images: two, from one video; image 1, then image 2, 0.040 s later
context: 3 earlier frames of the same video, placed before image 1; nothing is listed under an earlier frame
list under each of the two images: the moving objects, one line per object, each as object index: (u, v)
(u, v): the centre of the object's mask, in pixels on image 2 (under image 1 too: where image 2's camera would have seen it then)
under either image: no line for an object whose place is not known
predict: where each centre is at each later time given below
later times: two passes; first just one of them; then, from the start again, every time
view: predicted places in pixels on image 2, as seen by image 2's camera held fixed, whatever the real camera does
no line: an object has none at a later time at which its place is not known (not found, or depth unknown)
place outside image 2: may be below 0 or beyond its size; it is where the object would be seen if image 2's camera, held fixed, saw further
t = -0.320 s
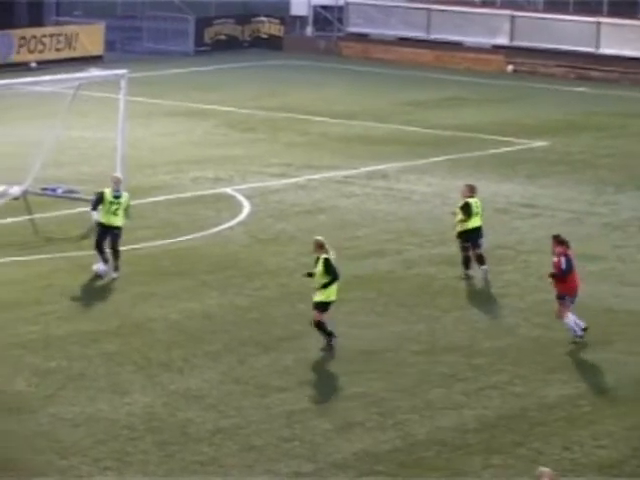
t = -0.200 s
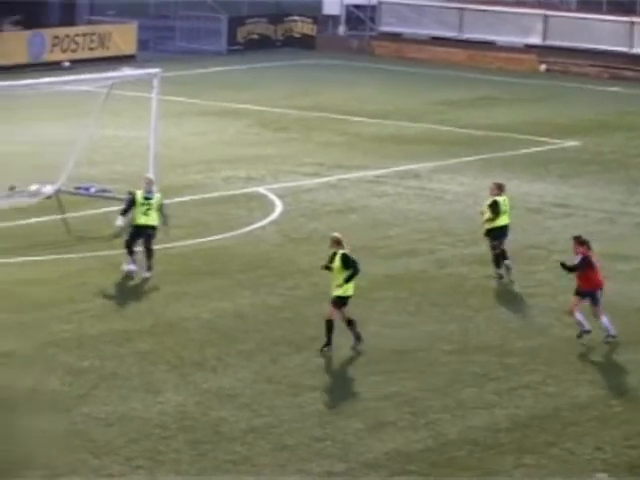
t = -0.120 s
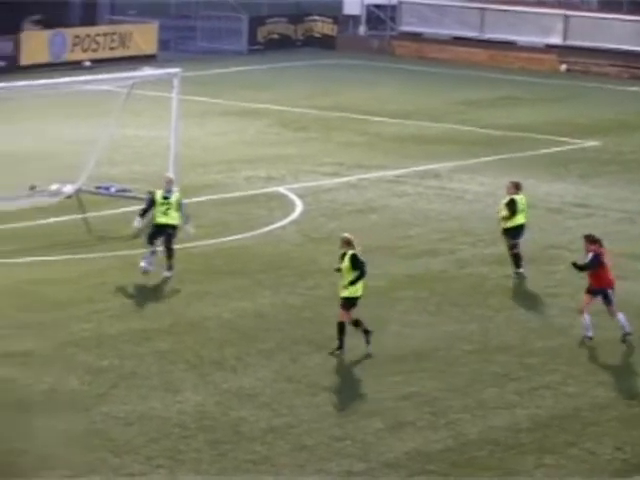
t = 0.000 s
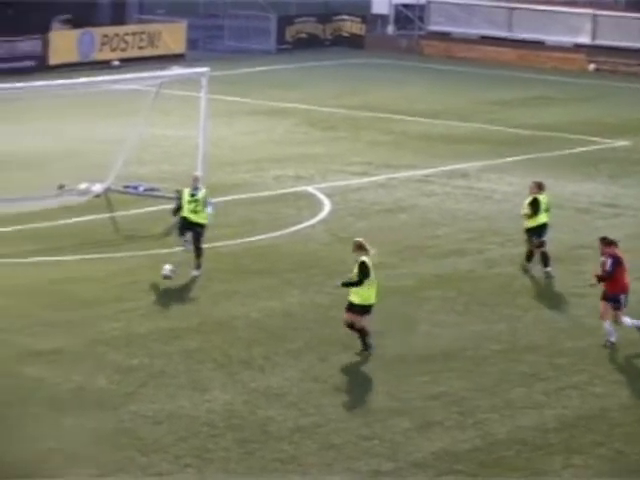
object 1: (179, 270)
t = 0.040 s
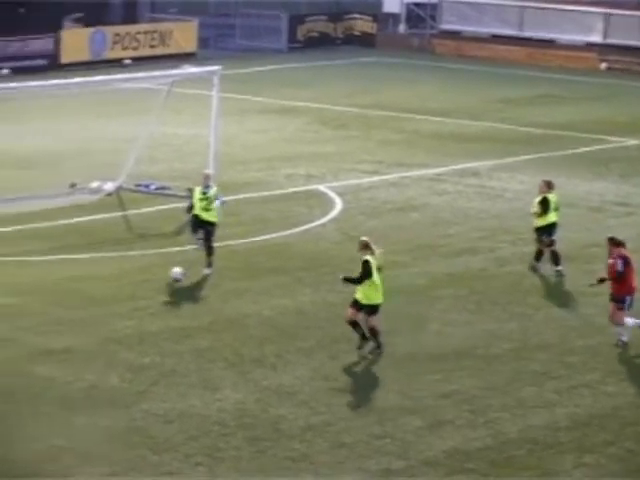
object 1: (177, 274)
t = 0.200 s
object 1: (171, 299)
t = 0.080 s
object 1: (176, 278)
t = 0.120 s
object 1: (175, 283)
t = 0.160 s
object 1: (173, 291)
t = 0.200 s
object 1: (171, 299)
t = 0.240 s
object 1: (170, 301)
